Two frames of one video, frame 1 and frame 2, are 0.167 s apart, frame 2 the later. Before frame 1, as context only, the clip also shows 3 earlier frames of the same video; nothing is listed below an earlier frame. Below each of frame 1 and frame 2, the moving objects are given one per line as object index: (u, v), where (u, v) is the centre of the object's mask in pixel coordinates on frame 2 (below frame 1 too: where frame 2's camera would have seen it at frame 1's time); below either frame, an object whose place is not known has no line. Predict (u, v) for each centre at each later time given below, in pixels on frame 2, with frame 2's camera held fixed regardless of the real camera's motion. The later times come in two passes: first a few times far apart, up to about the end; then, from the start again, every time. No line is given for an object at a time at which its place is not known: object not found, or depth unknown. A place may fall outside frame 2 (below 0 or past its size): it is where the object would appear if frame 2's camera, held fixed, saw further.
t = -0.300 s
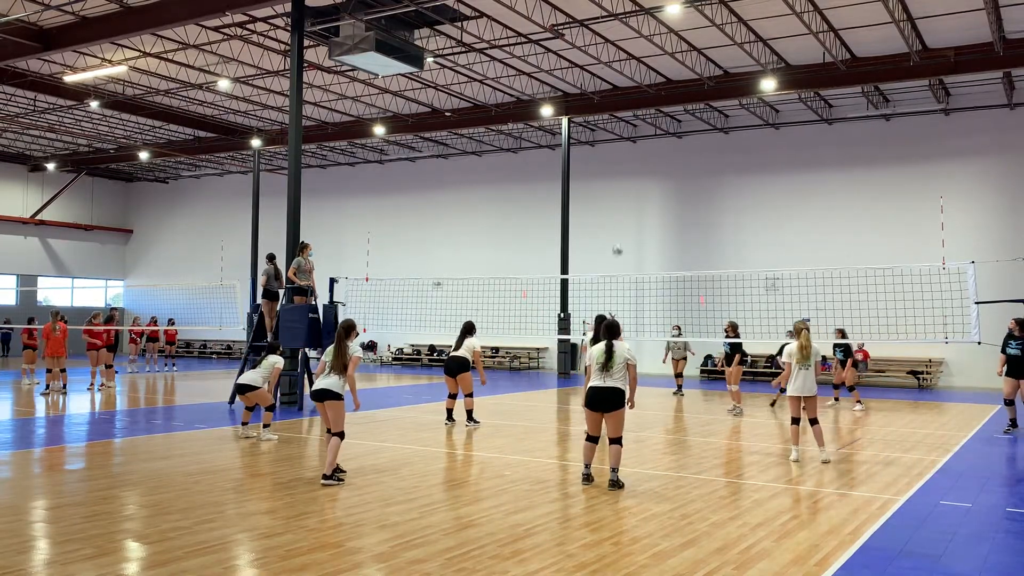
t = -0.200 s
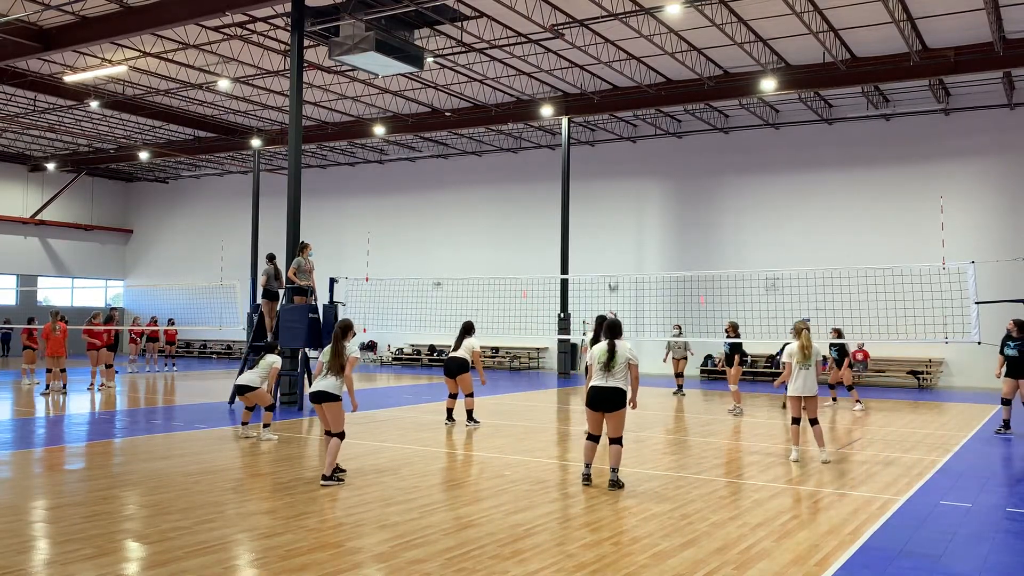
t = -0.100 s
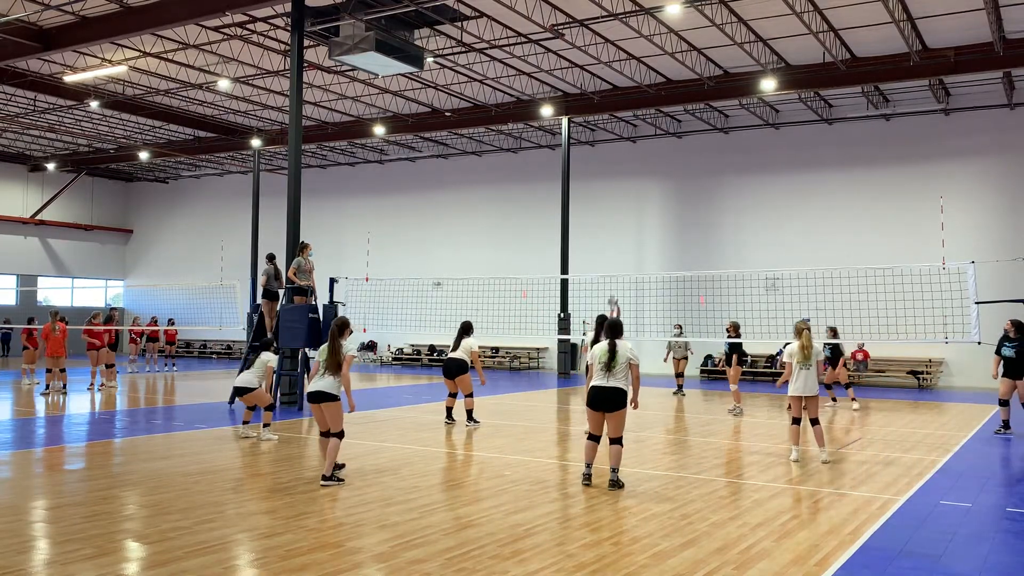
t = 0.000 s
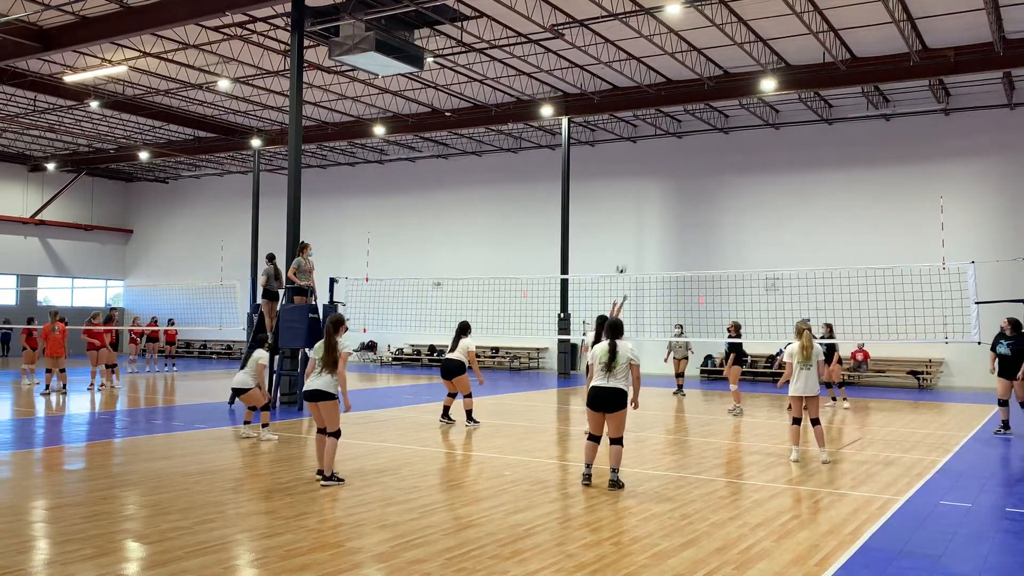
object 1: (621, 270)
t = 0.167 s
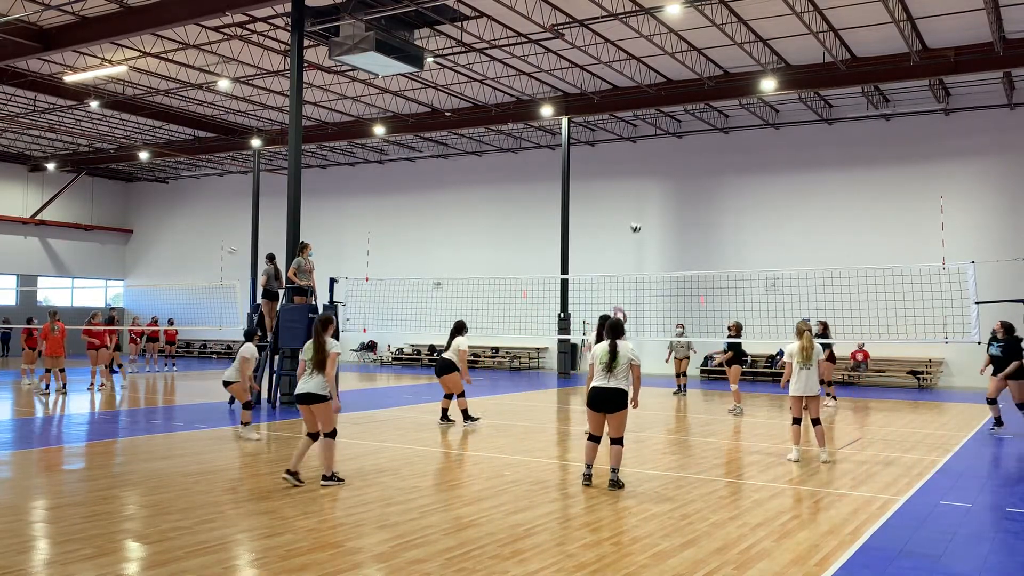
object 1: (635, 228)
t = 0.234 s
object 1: (641, 214)
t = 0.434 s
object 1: (660, 189)
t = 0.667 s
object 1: (680, 185)
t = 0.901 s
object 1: (701, 212)
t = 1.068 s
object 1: (717, 250)
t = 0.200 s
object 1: (638, 222)
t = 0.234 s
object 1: (641, 214)
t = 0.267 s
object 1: (645, 209)
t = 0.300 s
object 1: (648, 204)
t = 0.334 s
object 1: (650, 199)
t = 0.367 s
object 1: (653, 196)
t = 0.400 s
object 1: (656, 192)
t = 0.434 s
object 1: (660, 189)
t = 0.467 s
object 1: (662, 187)
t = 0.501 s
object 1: (665, 185)
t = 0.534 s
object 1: (668, 184)
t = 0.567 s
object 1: (671, 183)
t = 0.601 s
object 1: (674, 183)
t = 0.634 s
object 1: (677, 184)
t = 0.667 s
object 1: (680, 185)
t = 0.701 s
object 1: (683, 187)
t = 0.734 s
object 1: (686, 190)
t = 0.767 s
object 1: (689, 192)
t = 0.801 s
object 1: (692, 197)
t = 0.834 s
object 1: (695, 201)
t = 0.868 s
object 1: (698, 206)
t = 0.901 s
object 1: (701, 212)
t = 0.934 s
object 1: (704, 218)
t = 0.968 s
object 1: (707, 224)
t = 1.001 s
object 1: (709, 232)
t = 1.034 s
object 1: (712, 241)
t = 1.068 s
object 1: (717, 250)
